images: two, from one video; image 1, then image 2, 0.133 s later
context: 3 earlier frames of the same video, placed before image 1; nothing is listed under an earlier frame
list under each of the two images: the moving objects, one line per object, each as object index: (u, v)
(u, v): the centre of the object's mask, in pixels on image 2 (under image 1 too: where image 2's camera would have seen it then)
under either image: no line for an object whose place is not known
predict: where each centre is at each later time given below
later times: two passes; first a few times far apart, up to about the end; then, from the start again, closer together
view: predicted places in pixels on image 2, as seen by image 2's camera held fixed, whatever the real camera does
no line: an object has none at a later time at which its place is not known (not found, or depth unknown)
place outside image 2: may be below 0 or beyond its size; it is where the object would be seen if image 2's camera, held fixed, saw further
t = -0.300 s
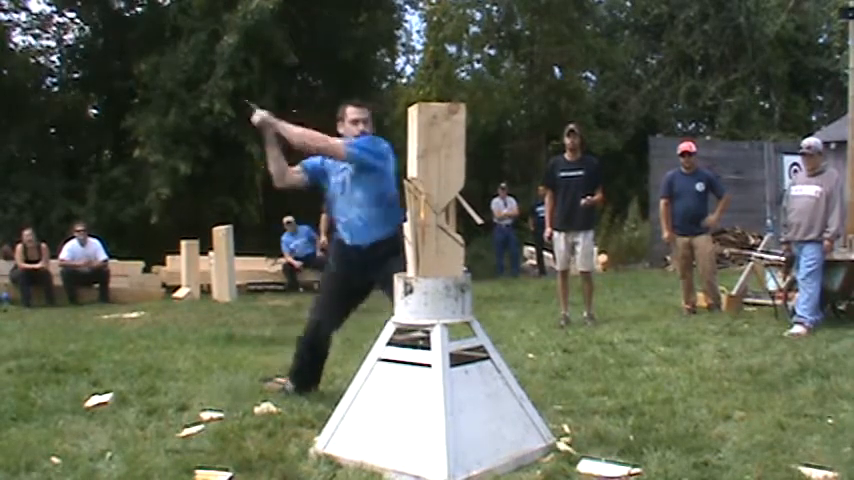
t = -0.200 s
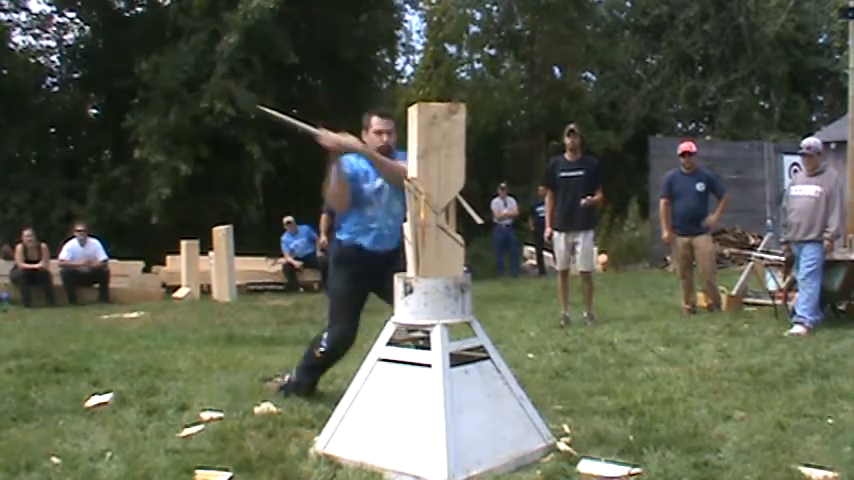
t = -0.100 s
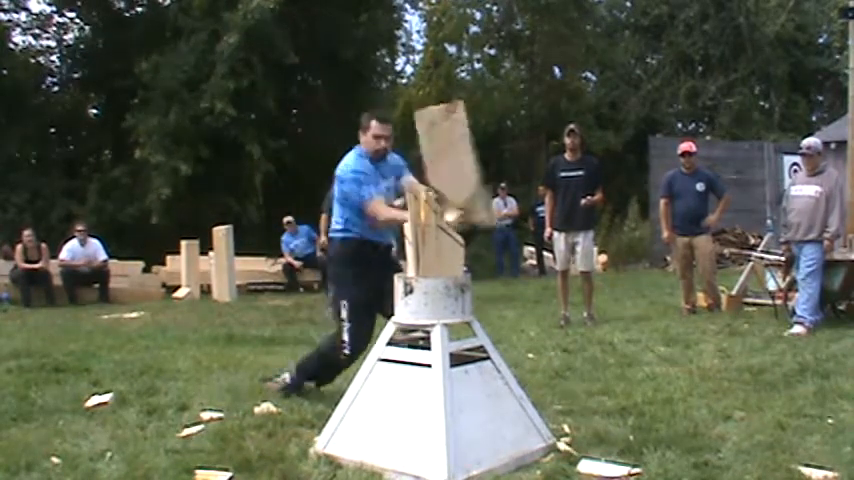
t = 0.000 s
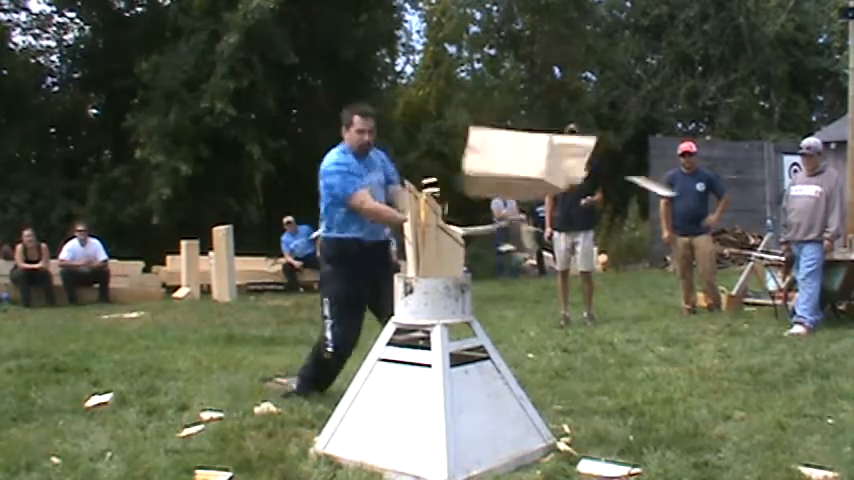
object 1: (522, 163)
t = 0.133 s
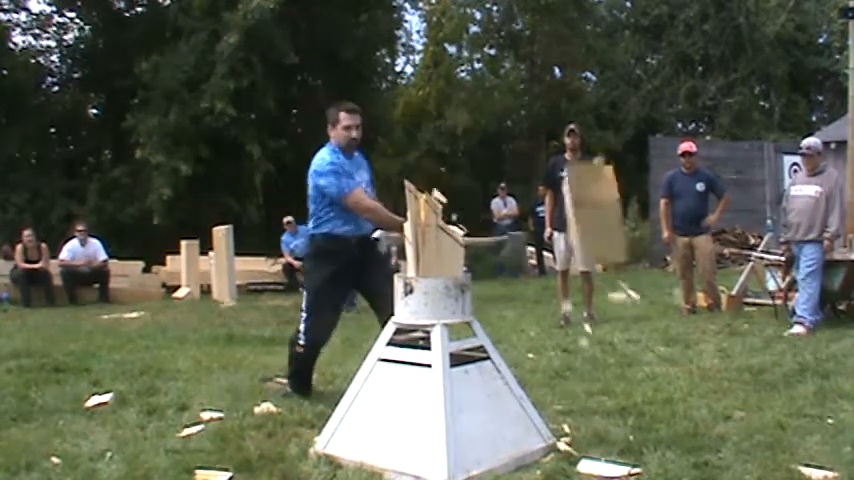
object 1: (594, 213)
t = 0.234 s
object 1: (645, 283)
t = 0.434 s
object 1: (744, 375)
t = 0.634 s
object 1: (803, 405)
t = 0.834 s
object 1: (807, 398)
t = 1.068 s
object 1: (807, 387)
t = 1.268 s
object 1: (809, 389)
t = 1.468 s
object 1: (809, 383)
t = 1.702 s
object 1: (809, 388)
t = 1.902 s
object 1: (809, 389)
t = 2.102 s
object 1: (809, 389)
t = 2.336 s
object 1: (808, 389)
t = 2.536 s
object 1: (808, 389)
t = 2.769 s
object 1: (809, 389)
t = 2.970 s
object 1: (809, 389)
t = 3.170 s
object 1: (809, 389)
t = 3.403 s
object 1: (809, 389)
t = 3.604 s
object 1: (809, 389)
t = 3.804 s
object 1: (809, 389)
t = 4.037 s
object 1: (809, 389)
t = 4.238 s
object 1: (809, 389)
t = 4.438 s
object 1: (809, 389)
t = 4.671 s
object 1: (809, 389)
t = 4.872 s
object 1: (809, 389)
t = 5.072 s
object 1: (808, 389)
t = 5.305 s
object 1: (809, 389)
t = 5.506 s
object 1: (809, 389)
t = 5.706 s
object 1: (809, 389)
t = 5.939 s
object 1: (809, 389)
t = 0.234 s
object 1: (645, 283)
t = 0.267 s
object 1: (660, 315)
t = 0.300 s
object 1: (682, 346)
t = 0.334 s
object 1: (707, 373)
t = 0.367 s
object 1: (723, 382)
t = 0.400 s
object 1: (734, 379)
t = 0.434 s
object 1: (744, 375)
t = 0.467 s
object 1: (754, 380)
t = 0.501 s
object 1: (765, 381)
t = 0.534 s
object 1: (775, 387)
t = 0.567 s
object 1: (783, 393)
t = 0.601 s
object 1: (795, 398)
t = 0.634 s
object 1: (803, 405)
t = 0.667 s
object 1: (808, 410)
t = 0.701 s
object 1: (817, 408)
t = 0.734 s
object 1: (812, 402)
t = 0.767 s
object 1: (808, 399)
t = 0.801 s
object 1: (807, 398)
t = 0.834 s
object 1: (807, 398)
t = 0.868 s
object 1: (806, 400)
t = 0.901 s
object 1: (804, 400)
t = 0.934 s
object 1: (804, 395)
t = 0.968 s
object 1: (805, 390)
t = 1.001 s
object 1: (806, 389)
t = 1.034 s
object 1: (807, 388)
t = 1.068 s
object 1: (807, 387)
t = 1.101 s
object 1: (807, 387)
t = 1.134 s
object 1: (807, 386)
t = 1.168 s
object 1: (807, 386)
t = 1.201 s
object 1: (808, 387)
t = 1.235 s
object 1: (809, 388)
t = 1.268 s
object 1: (809, 389)
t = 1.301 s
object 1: (809, 390)
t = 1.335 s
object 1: (809, 388)
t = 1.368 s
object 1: (809, 386)
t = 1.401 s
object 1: (809, 384)
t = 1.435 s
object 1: (809, 383)
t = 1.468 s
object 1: (809, 383)
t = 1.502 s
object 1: (809, 384)
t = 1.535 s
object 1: (809, 386)
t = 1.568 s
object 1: (809, 388)
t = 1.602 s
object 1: (809, 389)
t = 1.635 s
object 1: (809, 389)
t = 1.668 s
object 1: (809, 389)
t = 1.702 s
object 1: (809, 388)
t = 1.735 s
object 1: (809, 388)
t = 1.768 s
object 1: (809, 388)
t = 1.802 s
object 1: (809, 389)
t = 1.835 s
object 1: (809, 389)
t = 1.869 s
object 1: (809, 389)
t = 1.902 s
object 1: (809, 389)
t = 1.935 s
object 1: (809, 389)
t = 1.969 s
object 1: (808, 389)
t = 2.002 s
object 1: (808, 389)
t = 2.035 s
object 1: (808, 389)
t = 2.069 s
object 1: (809, 389)
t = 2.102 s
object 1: (809, 389)
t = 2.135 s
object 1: (808, 389)
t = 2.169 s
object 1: (808, 389)
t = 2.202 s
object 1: (808, 389)
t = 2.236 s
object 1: (808, 389)
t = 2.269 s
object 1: (808, 389)
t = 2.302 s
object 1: (808, 389)
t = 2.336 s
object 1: (808, 389)
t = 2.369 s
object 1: (808, 389)
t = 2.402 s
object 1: (808, 389)
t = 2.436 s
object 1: (808, 389)
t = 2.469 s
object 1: (808, 389)
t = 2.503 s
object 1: (809, 389)
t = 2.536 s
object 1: (808, 389)
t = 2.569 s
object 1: (809, 389)
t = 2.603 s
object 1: (809, 389)
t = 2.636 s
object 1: (809, 389)
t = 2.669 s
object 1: (809, 389)
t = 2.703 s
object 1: (809, 389)
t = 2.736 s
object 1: (809, 389)
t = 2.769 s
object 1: (809, 389)
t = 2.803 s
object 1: (809, 389)
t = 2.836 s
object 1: (809, 389)
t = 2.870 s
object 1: (809, 389)
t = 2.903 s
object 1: (809, 389)
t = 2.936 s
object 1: (809, 389)
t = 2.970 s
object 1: (809, 389)
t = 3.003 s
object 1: (809, 389)
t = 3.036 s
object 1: (809, 389)
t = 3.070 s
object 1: (809, 389)
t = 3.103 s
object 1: (809, 389)
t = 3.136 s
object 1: (809, 389)
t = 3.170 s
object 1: (809, 389)
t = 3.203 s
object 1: (809, 389)
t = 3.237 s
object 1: (809, 389)
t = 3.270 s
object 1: (809, 389)
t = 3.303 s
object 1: (809, 389)
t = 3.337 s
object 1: (809, 389)
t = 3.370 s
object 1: (809, 389)
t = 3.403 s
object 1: (809, 389)
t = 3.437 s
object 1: (809, 389)
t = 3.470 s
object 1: (809, 389)
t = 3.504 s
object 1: (809, 389)
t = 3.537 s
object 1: (809, 389)
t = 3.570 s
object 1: (809, 389)
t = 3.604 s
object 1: (809, 389)
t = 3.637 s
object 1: (809, 389)
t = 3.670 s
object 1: (809, 389)
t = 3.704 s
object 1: (809, 389)
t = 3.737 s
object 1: (809, 389)
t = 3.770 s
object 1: (809, 389)
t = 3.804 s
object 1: (809, 389)
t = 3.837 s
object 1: (809, 389)
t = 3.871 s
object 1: (809, 389)
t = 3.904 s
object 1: (809, 389)
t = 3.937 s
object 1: (809, 389)
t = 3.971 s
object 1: (809, 389)
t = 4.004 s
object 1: (809, 389)
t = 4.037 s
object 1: (809, 389)
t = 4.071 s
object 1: (809, 389)
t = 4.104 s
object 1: (809, 389)
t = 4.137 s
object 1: (809, 389)
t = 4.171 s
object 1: (809, 389)
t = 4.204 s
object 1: (809, 389)
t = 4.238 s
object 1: (809, 389)
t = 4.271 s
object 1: (809, 389)
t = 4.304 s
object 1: (809, 389)
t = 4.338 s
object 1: (809, 389)
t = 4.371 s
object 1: (809, 389)
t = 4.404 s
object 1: (809, 389)
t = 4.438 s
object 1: (809, 389)
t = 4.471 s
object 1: (809, 389)
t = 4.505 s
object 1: (809, 389)
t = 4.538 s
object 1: (809, 389)
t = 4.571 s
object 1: (809, 389)
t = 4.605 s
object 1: (809, 389)
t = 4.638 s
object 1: (809, 389)
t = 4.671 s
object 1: (809, 389)
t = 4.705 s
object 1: (809, 389)
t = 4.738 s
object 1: (809, 389)
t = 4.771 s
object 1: (809, 389)
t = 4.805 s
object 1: (809, 389)
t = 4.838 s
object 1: (808, 389)
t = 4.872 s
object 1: (809, 389)
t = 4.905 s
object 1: (809, 389)
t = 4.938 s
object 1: (809, 389)
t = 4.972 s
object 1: (809, 389)
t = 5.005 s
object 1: (809, 389)
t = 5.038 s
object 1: (809, 389)
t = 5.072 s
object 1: (808, 389)
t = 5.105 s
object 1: (809, 389)
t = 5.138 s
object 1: (809, 389)
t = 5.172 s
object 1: (809, 389)
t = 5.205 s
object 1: (809, 389)
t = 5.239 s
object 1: (809, 389)
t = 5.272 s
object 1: (809, 389)
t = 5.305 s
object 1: (809, 389)
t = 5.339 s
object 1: (809, 389)
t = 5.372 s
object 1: (809, 389)
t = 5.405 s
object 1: (809, 389)
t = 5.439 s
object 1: (809, 389)
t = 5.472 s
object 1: (809, 389)
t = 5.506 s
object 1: (809, 389)
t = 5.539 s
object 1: (809, 389)
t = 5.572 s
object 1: (809, 389)
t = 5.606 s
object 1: (809, 389)
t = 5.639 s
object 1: (809, 389)
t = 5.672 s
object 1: (809, 389)
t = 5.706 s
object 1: (809, 389)
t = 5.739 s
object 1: (809, 389)
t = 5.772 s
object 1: (809, 389)
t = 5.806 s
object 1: (809, 389)
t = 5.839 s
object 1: (809, 389)
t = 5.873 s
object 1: (809, 389)
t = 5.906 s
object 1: (809, 389)
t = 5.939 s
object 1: (809, 389)
